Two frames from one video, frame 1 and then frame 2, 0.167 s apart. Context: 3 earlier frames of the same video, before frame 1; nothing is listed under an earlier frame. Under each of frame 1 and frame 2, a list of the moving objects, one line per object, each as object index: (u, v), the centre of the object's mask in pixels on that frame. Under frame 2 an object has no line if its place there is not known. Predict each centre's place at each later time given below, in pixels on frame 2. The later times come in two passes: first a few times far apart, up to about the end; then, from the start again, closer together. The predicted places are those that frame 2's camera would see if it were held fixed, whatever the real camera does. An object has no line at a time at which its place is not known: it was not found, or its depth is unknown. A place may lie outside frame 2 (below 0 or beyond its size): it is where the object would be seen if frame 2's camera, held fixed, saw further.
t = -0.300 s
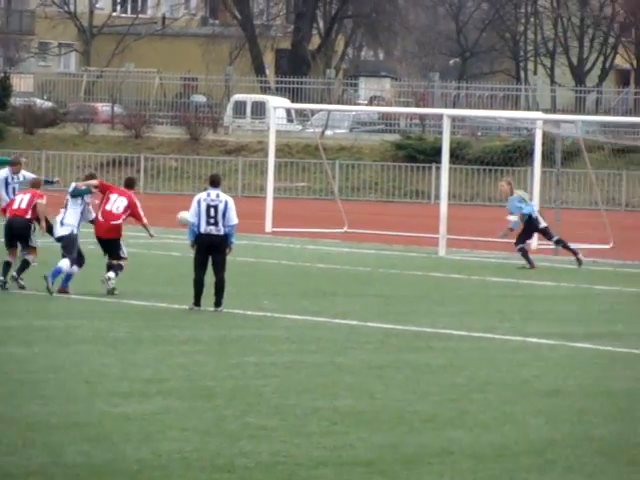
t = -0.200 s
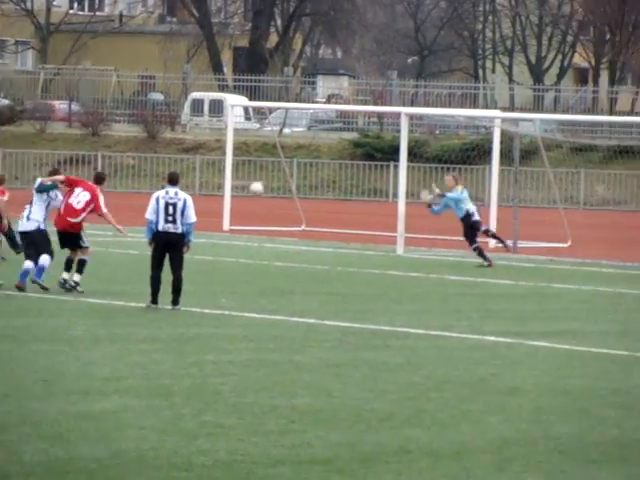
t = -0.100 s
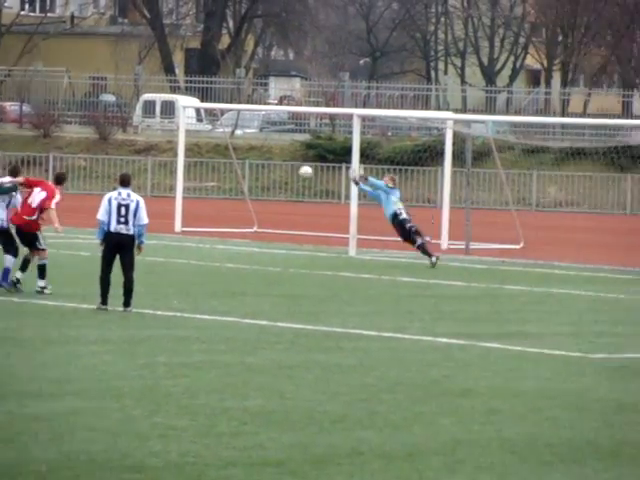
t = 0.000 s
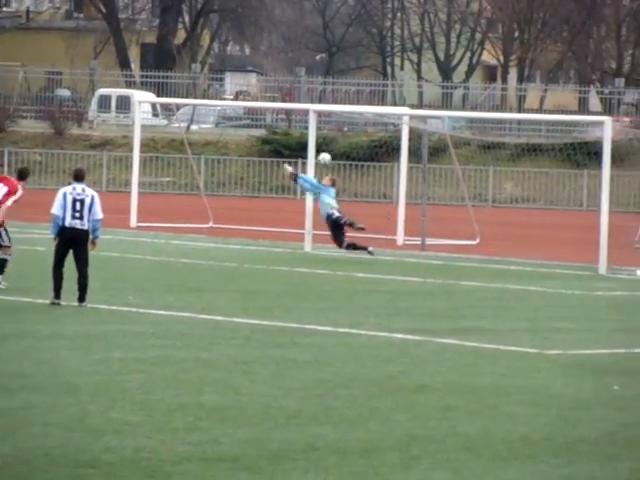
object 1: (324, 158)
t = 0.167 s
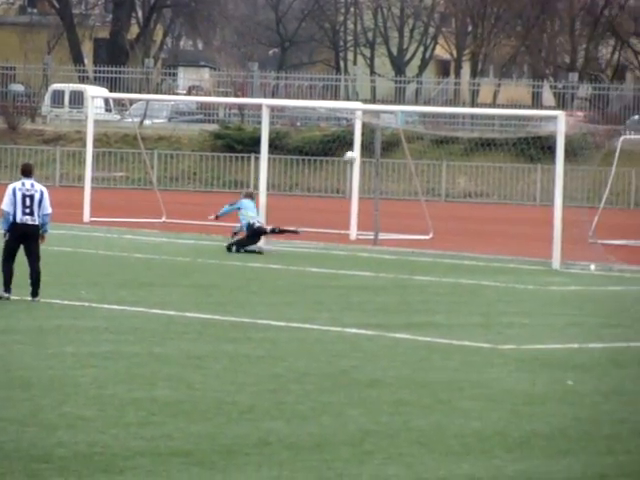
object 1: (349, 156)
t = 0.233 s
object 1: (370, 158)
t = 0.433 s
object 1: (372, 166)
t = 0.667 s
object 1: (362, 220)
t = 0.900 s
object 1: (354, 214)
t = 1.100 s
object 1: (347, 191)
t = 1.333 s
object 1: (338, 194)
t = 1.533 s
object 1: (330, 223)
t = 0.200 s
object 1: (363, 158)
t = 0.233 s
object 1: (370, 158)
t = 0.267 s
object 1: (373, 155)
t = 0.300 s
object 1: (375, 154)
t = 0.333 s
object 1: (375, 154)
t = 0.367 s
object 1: (374, 156)
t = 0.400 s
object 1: (373, 161)
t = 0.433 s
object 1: (372, 166)
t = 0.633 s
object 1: (363, 210)
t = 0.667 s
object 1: (362, 220)
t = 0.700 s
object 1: (360, 230)
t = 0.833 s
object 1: (356, 227)
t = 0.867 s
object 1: (355, 220)
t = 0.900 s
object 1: (354, 214)
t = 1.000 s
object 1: (350, 200)
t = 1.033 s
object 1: (350, 196)
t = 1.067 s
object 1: (348, 193)
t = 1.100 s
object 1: (347, 191)
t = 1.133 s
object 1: (346, 190)
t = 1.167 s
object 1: (345, 190)
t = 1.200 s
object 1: (344, 190)
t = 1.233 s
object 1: (343, 189)
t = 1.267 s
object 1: (342, 191)
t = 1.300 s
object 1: (340, 193)
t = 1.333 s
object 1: (338, 194)
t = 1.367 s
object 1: (338, 198)
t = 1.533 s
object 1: (330, 223)
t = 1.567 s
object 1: (329, 228)
